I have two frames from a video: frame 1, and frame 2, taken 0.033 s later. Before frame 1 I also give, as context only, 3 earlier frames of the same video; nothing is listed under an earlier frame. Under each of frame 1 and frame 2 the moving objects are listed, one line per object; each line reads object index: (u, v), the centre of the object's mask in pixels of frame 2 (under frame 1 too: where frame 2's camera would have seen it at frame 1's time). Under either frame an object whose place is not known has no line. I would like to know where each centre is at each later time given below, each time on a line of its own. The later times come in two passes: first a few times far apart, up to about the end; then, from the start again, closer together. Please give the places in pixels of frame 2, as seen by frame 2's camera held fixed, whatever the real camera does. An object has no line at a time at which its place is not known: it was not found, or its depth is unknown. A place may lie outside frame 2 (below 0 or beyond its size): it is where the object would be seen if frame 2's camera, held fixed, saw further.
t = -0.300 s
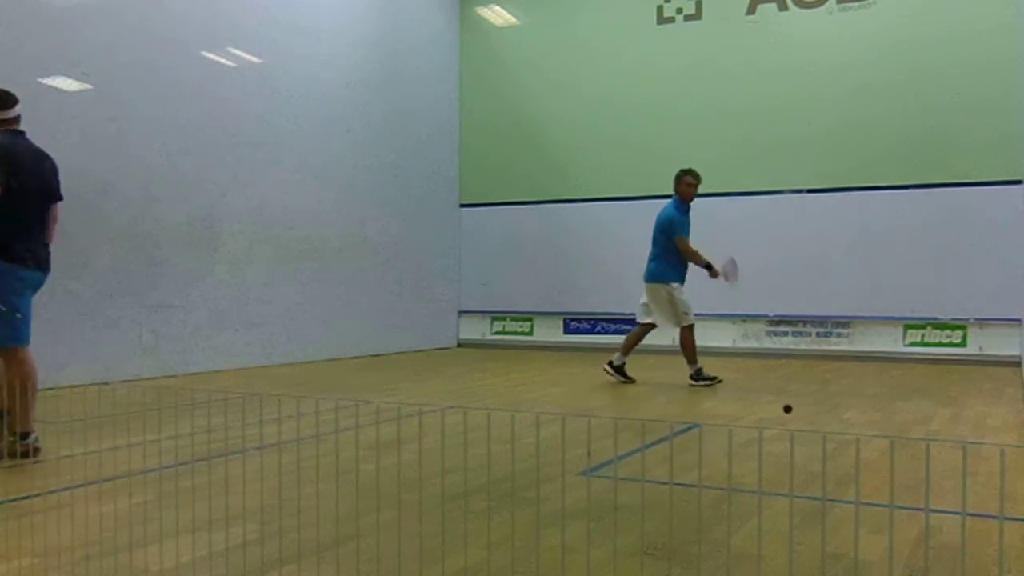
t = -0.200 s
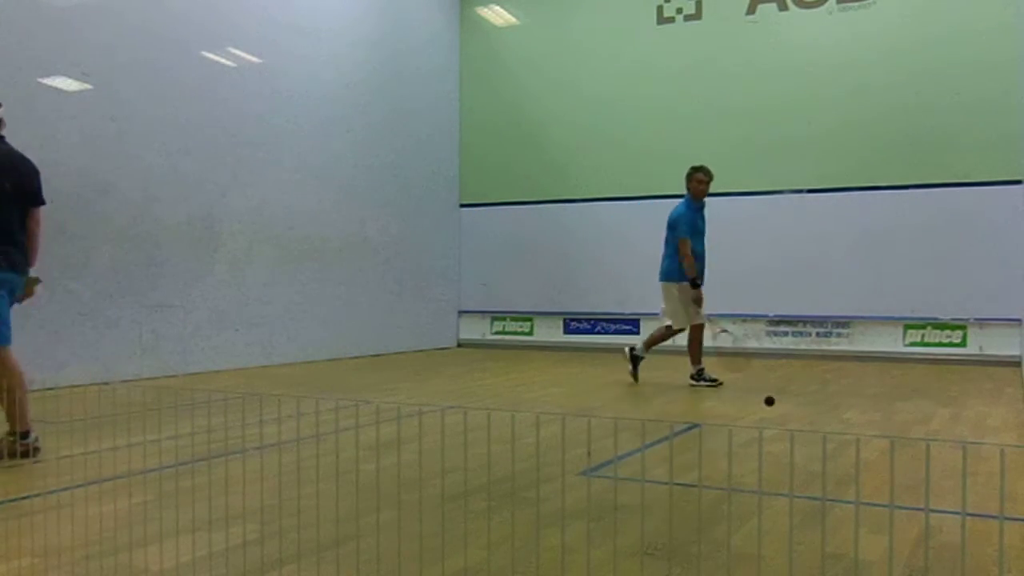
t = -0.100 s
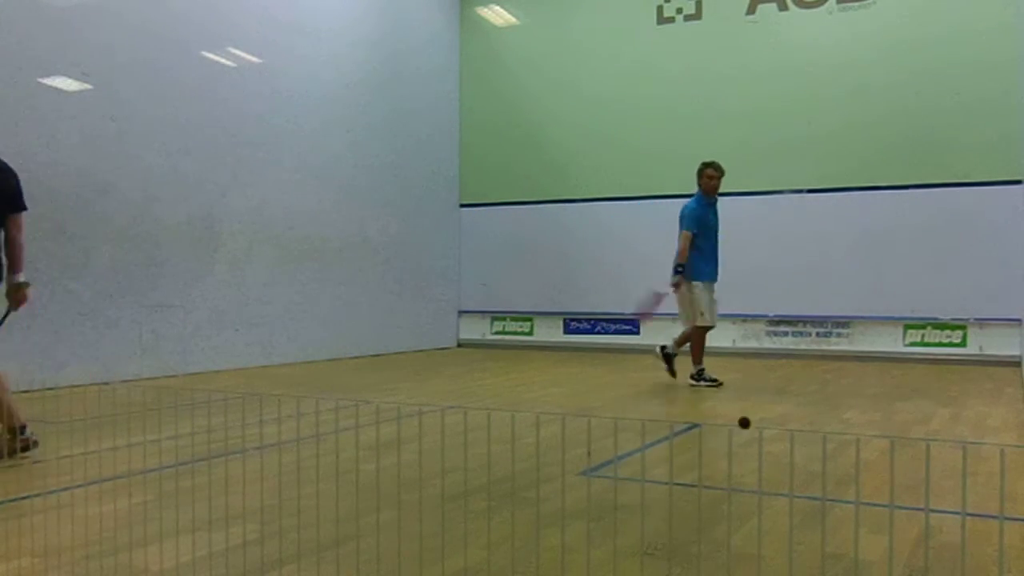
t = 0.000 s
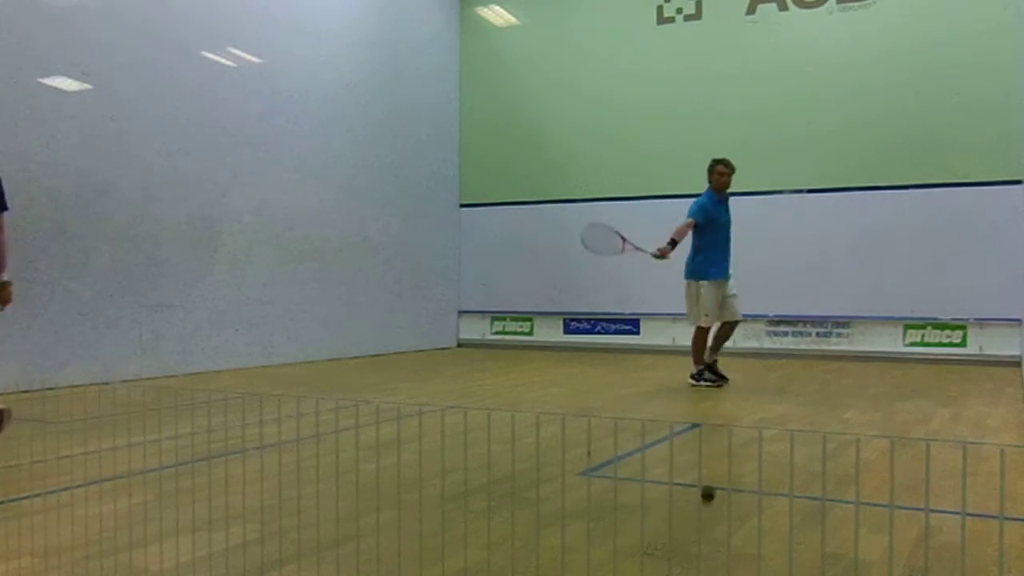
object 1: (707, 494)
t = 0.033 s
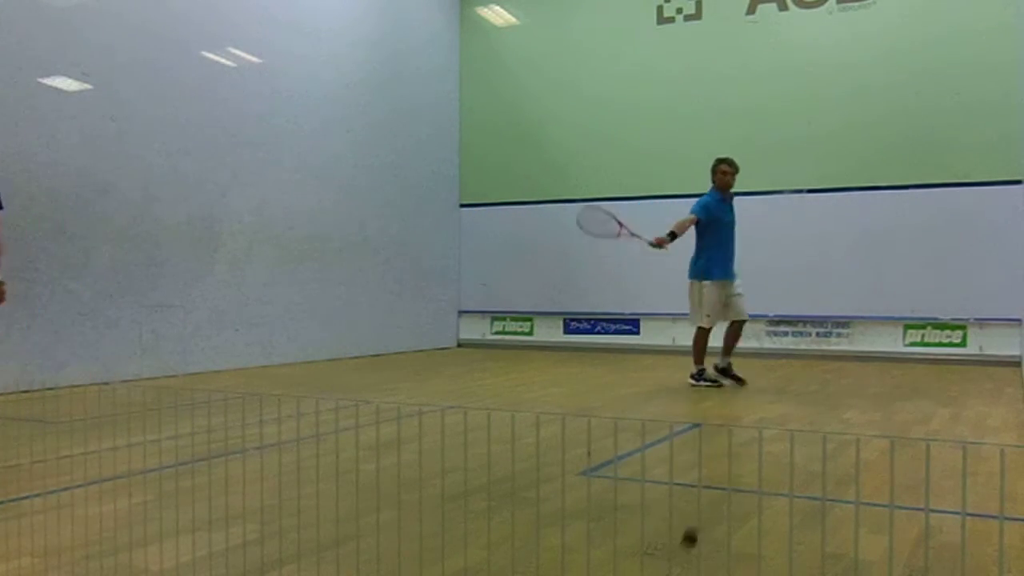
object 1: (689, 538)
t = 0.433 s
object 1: (662, 511)
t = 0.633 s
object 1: (764, 529)
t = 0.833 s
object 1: (804, 508)
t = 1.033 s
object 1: (824, 518)
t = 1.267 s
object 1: (845, 508)
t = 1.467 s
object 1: (863, 503)
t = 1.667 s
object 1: (875, 500)
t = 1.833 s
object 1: (884, 491)
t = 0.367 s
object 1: (609, 559)
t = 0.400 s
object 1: (636, 531)
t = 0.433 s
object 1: (662, 511)
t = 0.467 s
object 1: (684, 500)
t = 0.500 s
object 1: (703, 496)
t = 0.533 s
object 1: (720, 497)
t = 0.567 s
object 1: (738, 504)
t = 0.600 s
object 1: (750, 515)
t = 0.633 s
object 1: (764, 529)
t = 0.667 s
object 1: (775, 547)
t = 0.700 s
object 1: (785, 567)
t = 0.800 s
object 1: (800, 521)
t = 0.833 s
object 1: (804, 508)
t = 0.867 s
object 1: (808, 500)
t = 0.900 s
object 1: (811, 495)
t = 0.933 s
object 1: (814, 495)
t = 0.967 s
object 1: (817, 499)
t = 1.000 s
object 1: (820, 506)
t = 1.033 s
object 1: (824, 518)
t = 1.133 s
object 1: (833, 522)
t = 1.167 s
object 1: (837, 513)
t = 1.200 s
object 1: (839, 507)
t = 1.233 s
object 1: (842, 506)
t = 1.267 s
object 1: (845, 508)
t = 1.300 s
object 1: (848, 513)
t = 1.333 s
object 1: (850, 521)
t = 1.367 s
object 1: (853, 512)
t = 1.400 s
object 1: (856, 506)
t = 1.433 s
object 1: (860, 503)
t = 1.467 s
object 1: (863, 503)
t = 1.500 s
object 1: (864, 507)
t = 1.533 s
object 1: (866, 506)
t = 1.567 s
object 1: (868, 501)
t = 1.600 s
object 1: (870, 500)
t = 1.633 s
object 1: (873, 501)
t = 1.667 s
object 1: (875, 500)
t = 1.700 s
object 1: (876, 496)
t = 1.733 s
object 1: (878, 498)
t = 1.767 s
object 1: (880, 494)
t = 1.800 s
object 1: (882, 494)
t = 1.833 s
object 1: (884, 491)
